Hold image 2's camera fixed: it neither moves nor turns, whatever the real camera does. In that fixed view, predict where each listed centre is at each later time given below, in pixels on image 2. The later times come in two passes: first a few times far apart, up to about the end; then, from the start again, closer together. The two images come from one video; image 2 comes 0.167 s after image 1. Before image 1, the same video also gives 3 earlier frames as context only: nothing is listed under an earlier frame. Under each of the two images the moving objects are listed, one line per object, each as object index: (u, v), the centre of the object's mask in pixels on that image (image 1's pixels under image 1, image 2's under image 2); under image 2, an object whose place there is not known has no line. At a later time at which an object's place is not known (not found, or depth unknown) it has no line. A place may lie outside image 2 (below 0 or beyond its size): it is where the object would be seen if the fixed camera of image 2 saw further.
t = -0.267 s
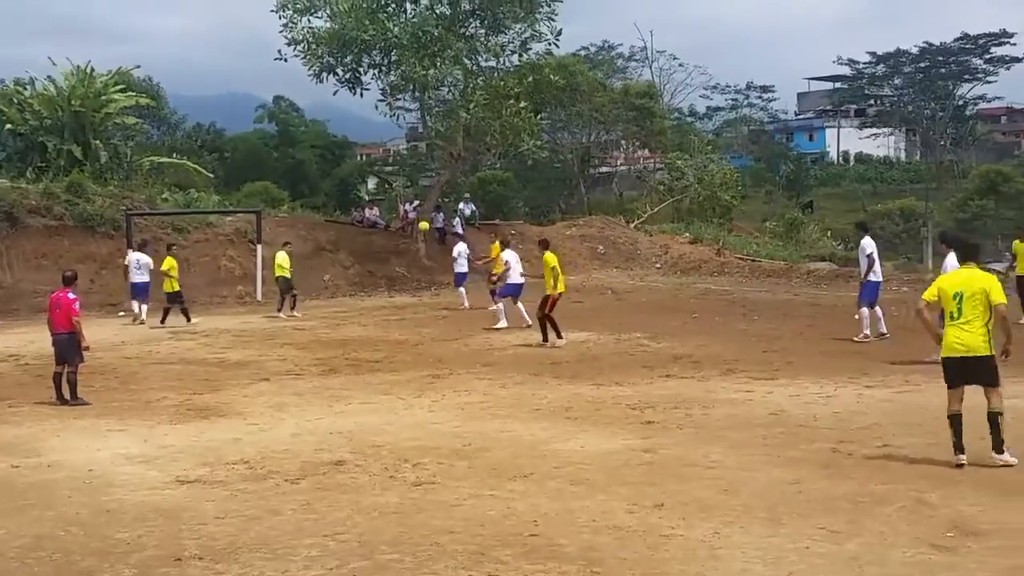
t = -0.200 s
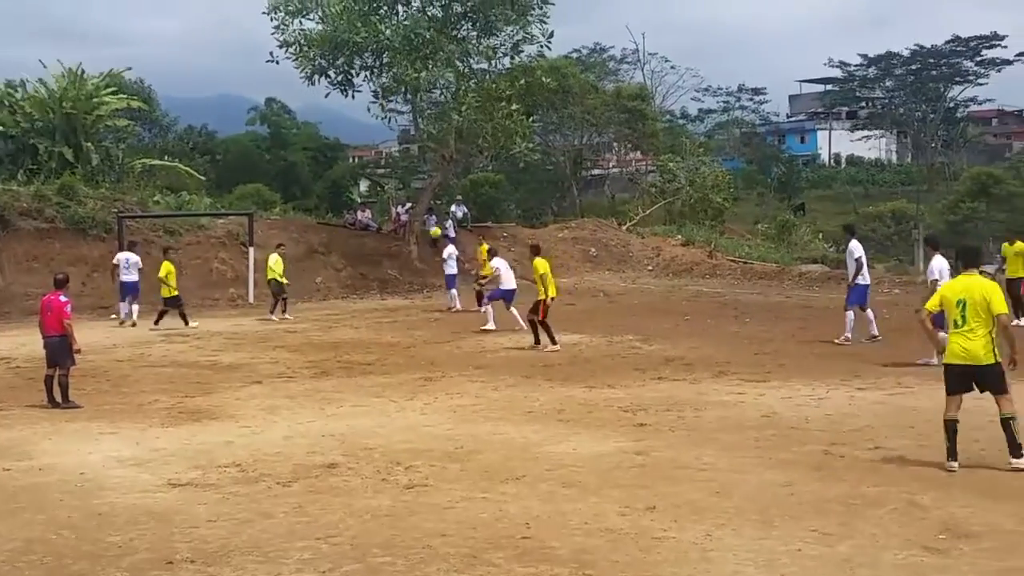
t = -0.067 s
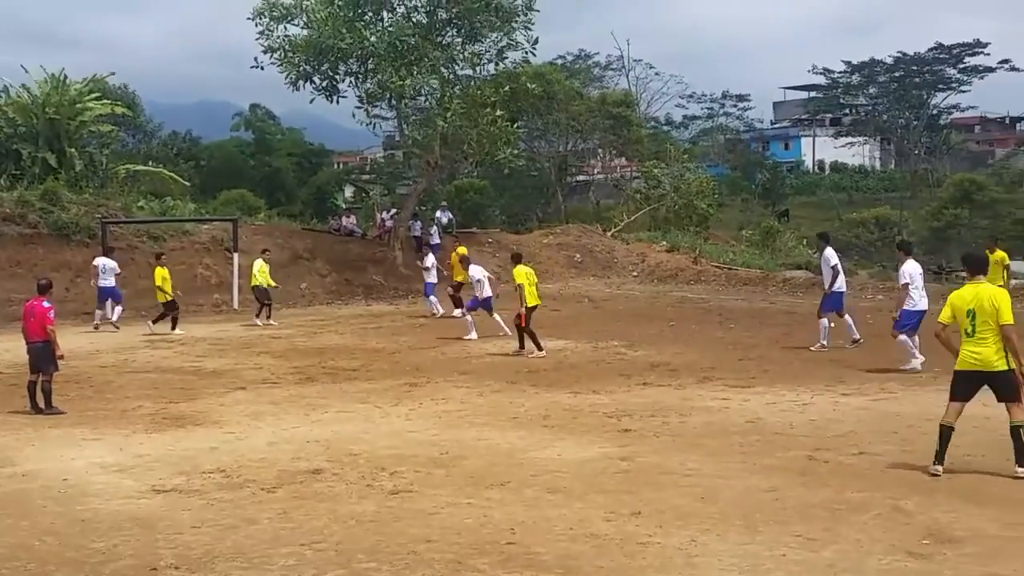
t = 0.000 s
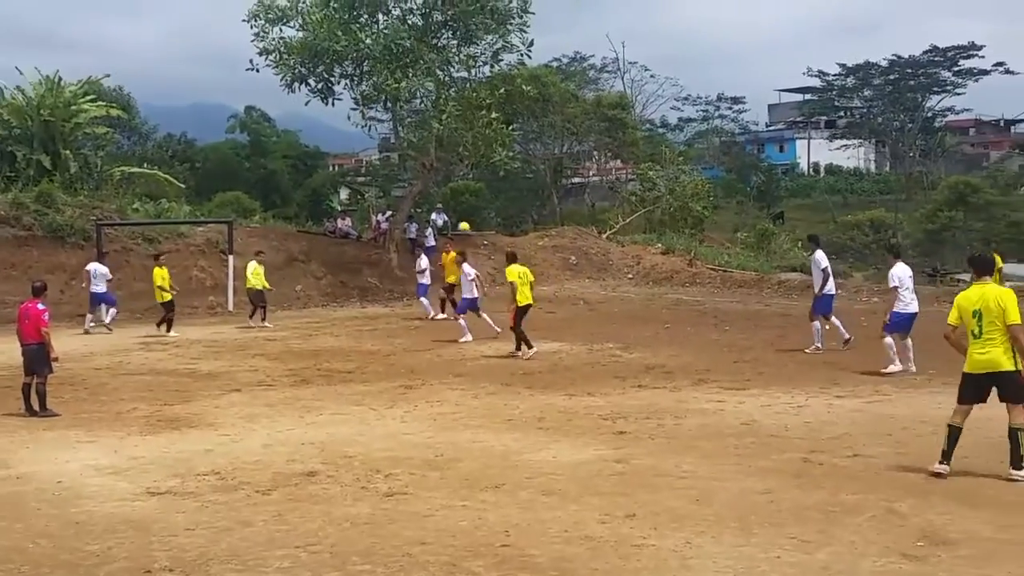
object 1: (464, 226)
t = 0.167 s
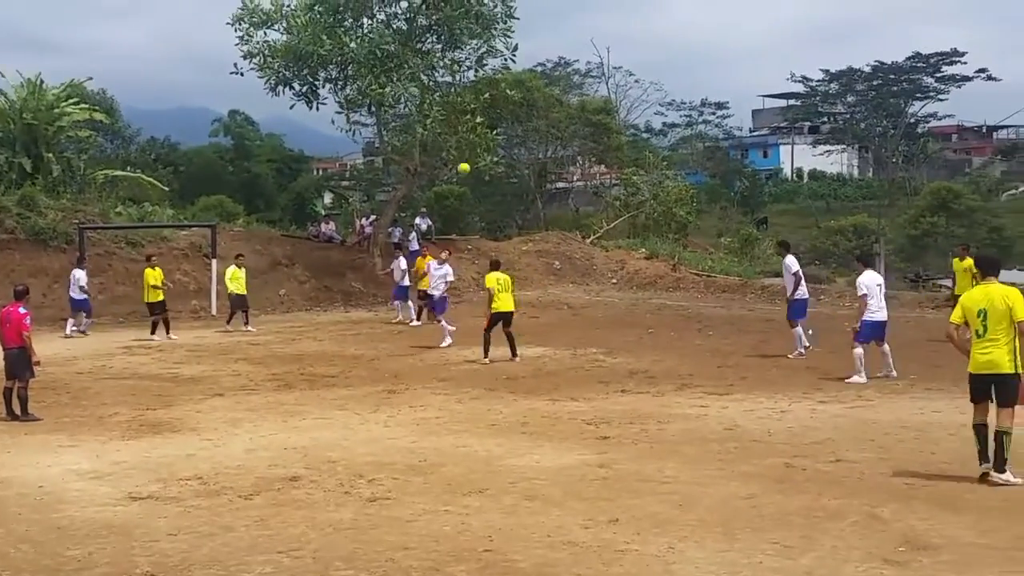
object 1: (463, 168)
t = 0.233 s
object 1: (470, 146)
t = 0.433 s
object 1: (492, 97)
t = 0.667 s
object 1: (520, 68)
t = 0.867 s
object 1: (546, 71)
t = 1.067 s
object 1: (575, 102)
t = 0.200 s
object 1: (467, 157)
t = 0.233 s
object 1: (470, 146)
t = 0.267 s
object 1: (474, 137)
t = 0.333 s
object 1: (481, 119)
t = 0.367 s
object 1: (484, 112)
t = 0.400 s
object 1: (489, 104)
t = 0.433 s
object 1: (492, 97)
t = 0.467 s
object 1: (496, 91)
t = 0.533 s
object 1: (504, 81)
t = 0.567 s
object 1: (508, 77)
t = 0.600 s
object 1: (512, 73)
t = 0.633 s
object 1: (517, 70)
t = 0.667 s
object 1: (520, 68)
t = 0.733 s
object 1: (529, 66)
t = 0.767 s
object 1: (533, 67)
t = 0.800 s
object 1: (537, 68)
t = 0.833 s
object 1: (543, 69)
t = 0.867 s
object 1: (546, 71)
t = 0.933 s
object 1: (555, 79)
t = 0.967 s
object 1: (561, 83)
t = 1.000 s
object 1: (566, 88)
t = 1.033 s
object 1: (570, 94)
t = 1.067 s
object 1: (575, 102)
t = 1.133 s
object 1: (586, 117)
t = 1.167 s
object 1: (590, 127)
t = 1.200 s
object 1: (596, 137)
